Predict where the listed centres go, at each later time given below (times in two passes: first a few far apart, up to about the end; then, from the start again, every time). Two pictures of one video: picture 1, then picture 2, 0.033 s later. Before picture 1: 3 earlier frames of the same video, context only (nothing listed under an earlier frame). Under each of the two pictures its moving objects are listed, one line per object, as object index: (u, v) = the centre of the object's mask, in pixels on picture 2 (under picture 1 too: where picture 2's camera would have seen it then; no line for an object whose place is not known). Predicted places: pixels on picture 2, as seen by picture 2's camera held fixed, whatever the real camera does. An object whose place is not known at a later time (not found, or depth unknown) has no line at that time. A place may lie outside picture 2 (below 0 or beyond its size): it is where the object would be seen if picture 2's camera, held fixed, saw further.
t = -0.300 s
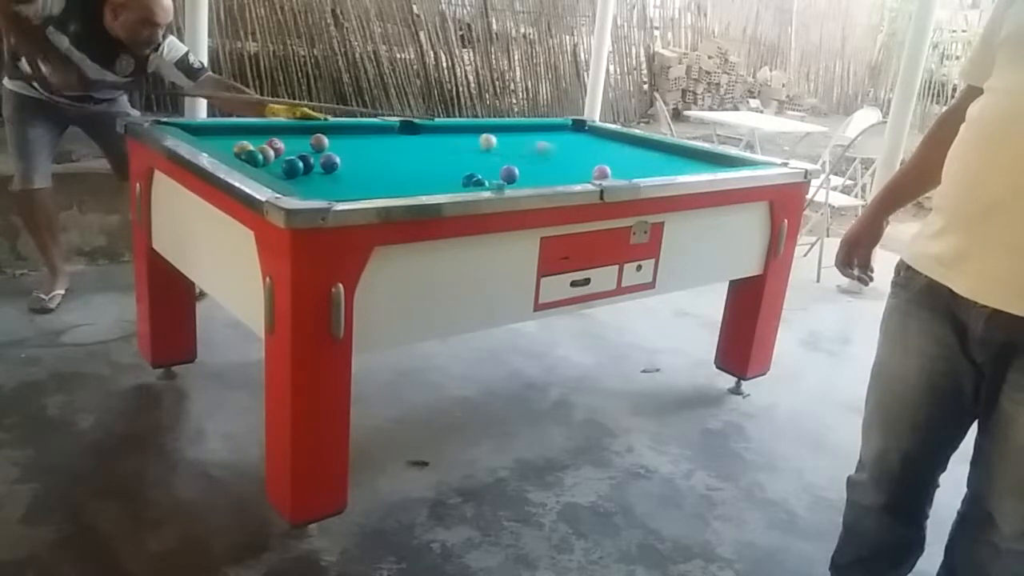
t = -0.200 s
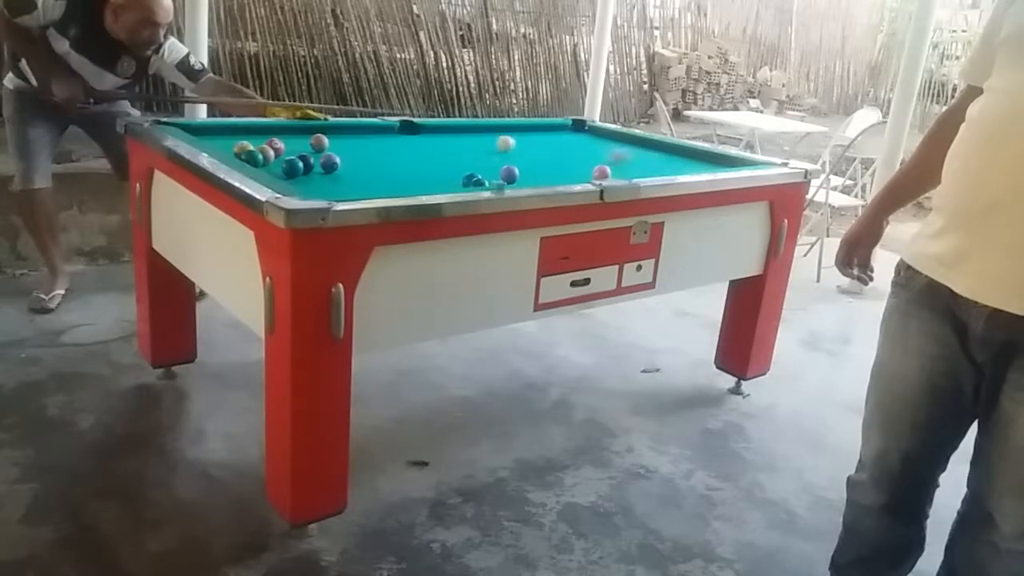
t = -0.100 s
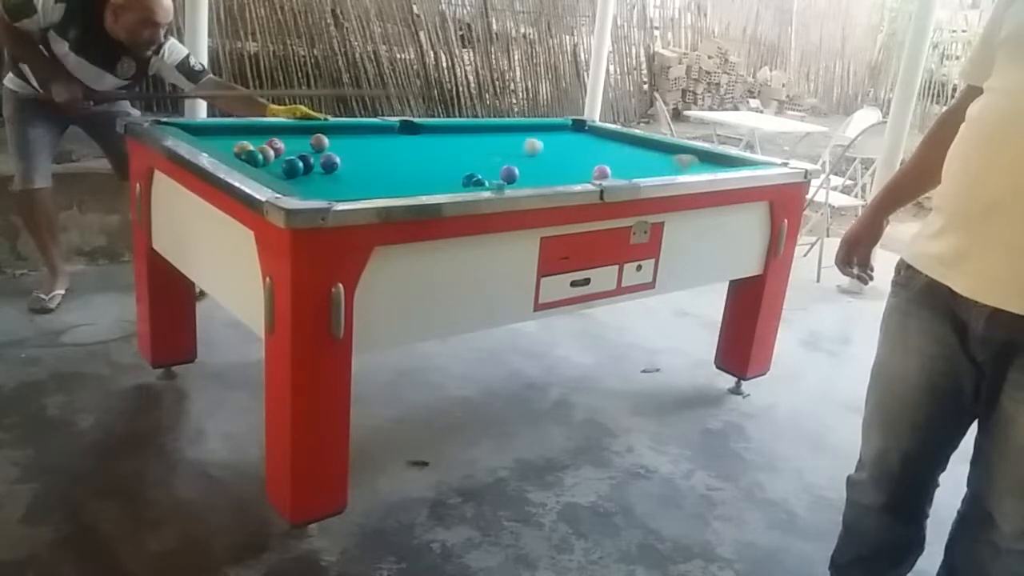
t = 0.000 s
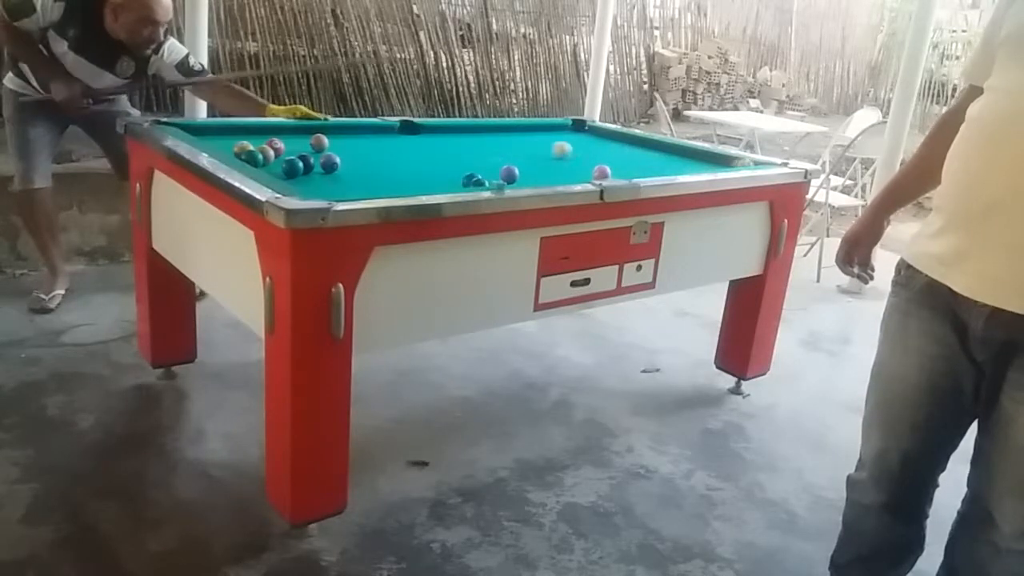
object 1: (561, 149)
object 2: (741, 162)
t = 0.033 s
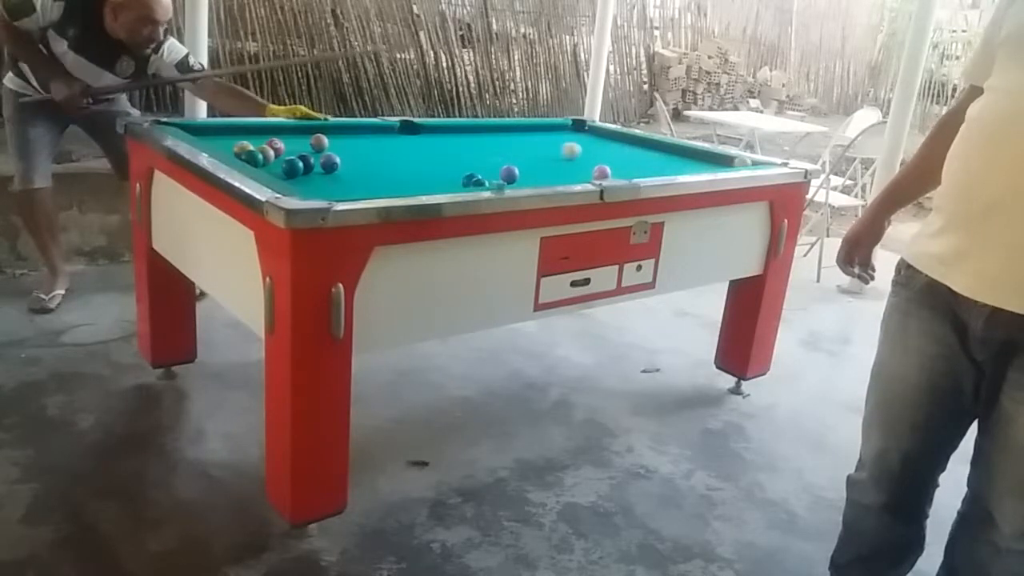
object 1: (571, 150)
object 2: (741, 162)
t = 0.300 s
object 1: (645, 157)
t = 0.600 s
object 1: (728, 162)
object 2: (574, 141)
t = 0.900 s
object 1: (745, 162)
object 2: (493, 129)
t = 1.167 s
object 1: (723, 163)
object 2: (473, 134)
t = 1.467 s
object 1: (699, 166)
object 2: (467, 146)
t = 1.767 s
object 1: (675, 167)
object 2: (460, 158)
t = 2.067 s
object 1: (651, 168)
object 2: (450, 172)
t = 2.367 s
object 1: (628, 171)
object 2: (441, 184)
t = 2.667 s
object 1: (614, 171)
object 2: (394, 183)
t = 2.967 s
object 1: (609, 172)
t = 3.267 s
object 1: (606, 172)
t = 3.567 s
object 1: (606, 172)
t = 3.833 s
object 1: (606, 172)
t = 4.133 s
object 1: (606, 172)
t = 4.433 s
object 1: (606, 172)
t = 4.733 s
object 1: (606, 172)
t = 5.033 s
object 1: (606, 172)
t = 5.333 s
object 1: (606, 172)
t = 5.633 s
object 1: (606, 172)
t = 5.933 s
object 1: (605, 172)
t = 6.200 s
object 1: (605, 172)
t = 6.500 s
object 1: (606, 172)
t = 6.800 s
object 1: (605, 172)
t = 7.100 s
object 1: (605, 172)
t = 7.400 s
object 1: (605, 172)
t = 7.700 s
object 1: (605, 172)
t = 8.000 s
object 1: (605, 172)
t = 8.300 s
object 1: (605, 172)
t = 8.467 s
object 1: (606, 172)
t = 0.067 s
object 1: (580, 151)
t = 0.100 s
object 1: (590, 152)
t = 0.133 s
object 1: (599, 153)
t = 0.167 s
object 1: (608, 154)
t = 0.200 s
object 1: (618, 155)
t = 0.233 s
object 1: (626, 156)
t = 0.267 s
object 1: (636, 156)
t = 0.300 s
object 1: (645, 157)
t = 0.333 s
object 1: (655, 157)
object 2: (655, 148)
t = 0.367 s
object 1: (664, 159)
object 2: (645, 149)
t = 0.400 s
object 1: (674, 159)
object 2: (635, 148)
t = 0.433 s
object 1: (682, 160)
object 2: (624, 147)
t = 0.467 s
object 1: (692, 160)
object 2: (614, 146)
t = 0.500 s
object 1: (701, 160)
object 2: (604, 145)
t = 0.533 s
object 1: (711, 161)
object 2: (594, 143)
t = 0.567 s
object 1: (719, 161)
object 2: (584, 142)
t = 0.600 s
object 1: (728, 162)
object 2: (574, 141)
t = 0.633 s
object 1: (737, 162)
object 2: (565, 139)
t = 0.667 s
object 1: (746, 163)
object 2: (556, 139)
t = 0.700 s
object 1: (753, 163)
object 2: (546, 137)
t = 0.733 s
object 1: (755, 163)
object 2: (538, 136)
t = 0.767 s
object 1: (755, 163)
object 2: (527, 135)
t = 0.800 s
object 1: (752, 163)
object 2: (519, 133)
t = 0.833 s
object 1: (750, 163)
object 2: (510, 132)
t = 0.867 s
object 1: (747, 163)
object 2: (500, 130)
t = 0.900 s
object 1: (745, 162)
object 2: (493, 129)
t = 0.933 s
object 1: (742, 163)
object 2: (483, 128)
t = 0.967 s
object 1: (739, 163)
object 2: (477, 127)
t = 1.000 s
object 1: (737, 162)
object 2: (477, 127)
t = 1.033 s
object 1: (734, 163)
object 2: (476, 129)
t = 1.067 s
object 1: (731, 162)
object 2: (475, 131)
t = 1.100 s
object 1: (729, 163)
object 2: (474, 132)
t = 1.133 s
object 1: (726, 163)
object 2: (474, 133)
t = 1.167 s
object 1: (723, 163)
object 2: (473, 134)
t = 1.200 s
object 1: (721, 163)
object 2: (473, 135)
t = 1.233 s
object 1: (718, 164)
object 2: (472, 137)
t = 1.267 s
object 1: (715, 164)
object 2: (472, 138)
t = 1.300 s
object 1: (713, 164)
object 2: (471, 139)
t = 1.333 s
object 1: (710, 164)
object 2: (470, 140)
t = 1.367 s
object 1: (707, 164)
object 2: (469, 141)
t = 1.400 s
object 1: (704, 165)
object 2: (468, 143)
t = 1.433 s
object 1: (701, 166)
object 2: (468, 144)
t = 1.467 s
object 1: (699, 166)
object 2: (467, 146)
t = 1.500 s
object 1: (696, 166)
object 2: (466, 146)
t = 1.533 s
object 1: (693, 167)
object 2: (465, 148)
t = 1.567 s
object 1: (690, 167)
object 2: (465, 149)
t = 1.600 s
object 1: (687, 167)
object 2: (464, 151)
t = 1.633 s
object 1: (686, 167)
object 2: (463, 152)
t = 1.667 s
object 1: (682, 167)
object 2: (462, 153)
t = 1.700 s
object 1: (680, 167)
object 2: (461, 155)
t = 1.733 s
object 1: (677, 167)
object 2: (461, 156)
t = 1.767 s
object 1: (675, 167)
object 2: (460, 158)
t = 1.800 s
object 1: (673, 167)
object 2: (459, 159)
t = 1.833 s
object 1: (669, 167)
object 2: (458, 161)
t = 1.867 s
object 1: (667, 167)
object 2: (457, 162)
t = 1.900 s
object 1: (664, 168)
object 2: (456, 164)
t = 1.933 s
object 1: (662, 167)
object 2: (455, 166)
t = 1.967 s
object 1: (658, 168)
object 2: (454, 167)
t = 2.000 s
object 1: (656, 168)
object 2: (453, 169)
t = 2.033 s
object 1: (654, 168)
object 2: (452, 170)
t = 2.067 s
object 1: (651, 168)
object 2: (450, 172)
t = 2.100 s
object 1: (648, 169)
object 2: (450, 174)
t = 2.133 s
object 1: (646, 169)
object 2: (448, 176)
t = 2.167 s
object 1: (643, 169)
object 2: (447, 177)
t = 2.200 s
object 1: (640, 169)
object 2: (446, 178)
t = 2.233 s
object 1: (638, 170)
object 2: (445, 180)
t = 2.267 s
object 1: (636, 170)
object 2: (444, 180)
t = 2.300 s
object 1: (633, 170)
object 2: (443, 182)
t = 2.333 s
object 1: (630, 170)
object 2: (442, 183)
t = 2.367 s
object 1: (628, 171)
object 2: (441, 184)
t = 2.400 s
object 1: (626, 171)
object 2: (440, 185)
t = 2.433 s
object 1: (624, 170)
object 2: (435, 185)
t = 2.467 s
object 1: (621, 171)
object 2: (429, 185)
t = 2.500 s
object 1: (619, 170)
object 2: (423, 185)
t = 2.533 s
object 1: (618, 170)
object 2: (417, 184)
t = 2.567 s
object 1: (617, 170)
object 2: (411, 184)
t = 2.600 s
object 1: (616, 170)
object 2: (406, 184)
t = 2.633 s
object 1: (615, 171)
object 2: (399, 183)
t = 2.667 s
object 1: (614, 171)
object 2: (394, 183)
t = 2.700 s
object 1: (614, 171)
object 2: (389, 182)
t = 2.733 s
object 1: (613, 171)
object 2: (384, 182)
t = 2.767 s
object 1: (612, 171)
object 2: (378, 181)
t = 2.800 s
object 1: (612, 171)
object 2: (372, 181)
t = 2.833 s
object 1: (611, 171)
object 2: (368, 180)
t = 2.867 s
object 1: (611, 171)
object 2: (362, 179)
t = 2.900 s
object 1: (610, 171)
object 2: (357, 179)
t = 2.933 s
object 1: (610, 172)
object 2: (352, 178)
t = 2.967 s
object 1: (609, 172)
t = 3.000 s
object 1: (608, 172)
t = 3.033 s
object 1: (608, 172)
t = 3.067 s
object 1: (608, 172)
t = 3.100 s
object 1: (608, 172)
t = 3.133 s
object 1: (607, 172)
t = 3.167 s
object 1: (607, 172)
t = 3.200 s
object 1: (607, 172)
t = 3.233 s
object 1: (607, 172)
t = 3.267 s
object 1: (606, 172)
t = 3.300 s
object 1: (606, 172)
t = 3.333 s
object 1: (606, 172)
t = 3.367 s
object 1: (606, 172)
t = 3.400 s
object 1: (606, 172)
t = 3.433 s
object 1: (606, 172)
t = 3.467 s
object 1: (606, 172)
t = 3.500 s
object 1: (606, 172)
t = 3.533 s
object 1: (606, 172)
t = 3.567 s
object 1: (606, 172)
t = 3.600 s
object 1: (606, 172)
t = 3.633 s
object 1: (606, 172)
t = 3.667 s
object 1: (606, 172)
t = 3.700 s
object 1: (606, 172)
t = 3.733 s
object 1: (606, 172)
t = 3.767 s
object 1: (606, 172)
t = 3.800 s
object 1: (606, 172)
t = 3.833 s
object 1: (606, 172)
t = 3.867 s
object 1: (606, 172)
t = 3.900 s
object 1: (606, 172)
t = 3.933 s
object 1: (606, 172)
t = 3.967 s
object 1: (606, 172)
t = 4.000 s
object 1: (606, 172)
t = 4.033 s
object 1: (606, 172)
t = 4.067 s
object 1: (606, 172)
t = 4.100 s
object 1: (606, 172)
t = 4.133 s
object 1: (606, 172)
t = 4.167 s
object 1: (606, 172)
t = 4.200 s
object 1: (606, 172)
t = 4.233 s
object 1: (606, 172)
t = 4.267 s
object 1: (606, 172)
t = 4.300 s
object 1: (605, 172)
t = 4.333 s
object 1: (606, 172)
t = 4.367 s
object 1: (605, 172)
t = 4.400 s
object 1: (606, 172)
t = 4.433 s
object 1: (606, 172)
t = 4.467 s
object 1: (606, 172)
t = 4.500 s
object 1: (606, 172)
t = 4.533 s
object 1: (605, 172)
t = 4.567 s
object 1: (605, 172)
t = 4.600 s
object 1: (605, 172)
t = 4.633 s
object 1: (606, 172)
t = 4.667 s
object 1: (606, 172)
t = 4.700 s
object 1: (606, 172)
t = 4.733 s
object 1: (606, 172)
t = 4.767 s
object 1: (606, 172)
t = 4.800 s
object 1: (606, 172)
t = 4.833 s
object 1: (606, 172)
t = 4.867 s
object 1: (606, 172)
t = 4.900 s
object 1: (606, 172)
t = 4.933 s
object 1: (606, 172)
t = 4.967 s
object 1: (606, 172)
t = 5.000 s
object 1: (606, 172)
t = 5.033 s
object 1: (606, 172)
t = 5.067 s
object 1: (606, 172)
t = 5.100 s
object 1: (606, 172)
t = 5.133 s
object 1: (605, 172)
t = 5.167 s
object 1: (606, 172)
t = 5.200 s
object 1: (606, 172)
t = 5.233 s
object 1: (606, 172)
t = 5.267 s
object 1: (606, 172)
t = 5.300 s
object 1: (605, 172)
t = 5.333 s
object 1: (606, 172)
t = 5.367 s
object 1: (606, 172)
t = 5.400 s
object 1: (606, 172)
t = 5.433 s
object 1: (605, 172)
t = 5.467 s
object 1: (606, 172)
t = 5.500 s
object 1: (606, 172)
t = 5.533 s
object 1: (606, 172)
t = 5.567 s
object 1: (605, 172)
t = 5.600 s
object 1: (606, 172)
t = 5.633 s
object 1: (606, 172)
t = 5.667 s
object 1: (606, 172)
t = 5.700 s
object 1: (606, 172)
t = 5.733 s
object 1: (605, 172)
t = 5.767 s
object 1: (606, 172)
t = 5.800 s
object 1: (606, 172)
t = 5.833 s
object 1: (606, 172)
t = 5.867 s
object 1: (606, 172)
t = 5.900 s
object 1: (606, 172)
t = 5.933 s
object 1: (605, 172)
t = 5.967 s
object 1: (606, 172)
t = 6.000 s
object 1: (606, 172)
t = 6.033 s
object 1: (606, 172)
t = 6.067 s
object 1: (605, 172)
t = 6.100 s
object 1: (605, 172)
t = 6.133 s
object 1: (605, 172)
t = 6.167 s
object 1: (605, 172)
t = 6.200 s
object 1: (605, 172)
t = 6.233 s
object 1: (606, 172)
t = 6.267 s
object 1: (605, 172)
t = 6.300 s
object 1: (605, 172)
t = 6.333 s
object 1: (605, 172)
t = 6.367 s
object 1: (605, 172)
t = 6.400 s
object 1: (605, 172)
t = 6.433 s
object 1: (605, 172)
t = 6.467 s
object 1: (605, 172)
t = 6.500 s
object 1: (606, 172)
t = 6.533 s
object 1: (605, 172)
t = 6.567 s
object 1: (605, 172)
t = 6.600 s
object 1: (605, 172)
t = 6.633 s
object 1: (605, 172)
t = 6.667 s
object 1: (605, 172)
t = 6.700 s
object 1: (605, 172)
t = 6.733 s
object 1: (605, 172)
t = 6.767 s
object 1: (605, 172)
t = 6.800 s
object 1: (605, 172)
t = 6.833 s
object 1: (605, 172)
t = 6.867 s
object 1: (605, 172)
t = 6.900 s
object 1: (605, 172)
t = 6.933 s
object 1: (605, 172)
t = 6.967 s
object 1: (605, 172)
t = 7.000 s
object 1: (605, 172)
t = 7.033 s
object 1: (606, 172)
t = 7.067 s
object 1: (605, 172)
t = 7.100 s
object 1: (605, 172)
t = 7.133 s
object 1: (605, 172)
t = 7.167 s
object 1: (605, 172)
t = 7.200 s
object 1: (605, 172)
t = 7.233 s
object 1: (605, 172)
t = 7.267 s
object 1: (605, 172)
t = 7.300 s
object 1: (605, 172)
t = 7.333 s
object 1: (605, 172)
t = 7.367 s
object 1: (605, 172)
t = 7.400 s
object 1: (605, 172)
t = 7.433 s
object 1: (605, 172)
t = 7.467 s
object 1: (605, 172)
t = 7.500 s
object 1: (605, 172)
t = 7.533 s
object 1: (605, 172)
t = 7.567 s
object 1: (605, 172)
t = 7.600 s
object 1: (605, 172)
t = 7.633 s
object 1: (605, 172)
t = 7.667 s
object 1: (605, 172)
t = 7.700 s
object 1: (605, 172)
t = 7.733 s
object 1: (605, 172)
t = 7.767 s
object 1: (605, 172)
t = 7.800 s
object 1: (606, 172)
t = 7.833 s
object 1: (605, 172)
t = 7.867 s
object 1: (605, 172)
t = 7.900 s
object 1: (605, 172)
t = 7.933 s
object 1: (605, 172)
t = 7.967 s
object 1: (605, 172)
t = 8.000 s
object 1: (605, 172)
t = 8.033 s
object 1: (605, 172)
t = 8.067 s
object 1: (605, 172)
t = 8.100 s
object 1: (605, 172)
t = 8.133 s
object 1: (605, 172)
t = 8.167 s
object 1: (605, 172)
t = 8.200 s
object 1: (605, 172)
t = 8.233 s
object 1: (605, 172)
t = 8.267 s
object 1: (605, 172)
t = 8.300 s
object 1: (605, 172)
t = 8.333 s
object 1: (605, 172)
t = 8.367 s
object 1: (606, 172)
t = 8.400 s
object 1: (606, 172)
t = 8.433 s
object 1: (605, 172)
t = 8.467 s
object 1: (606, 172)
